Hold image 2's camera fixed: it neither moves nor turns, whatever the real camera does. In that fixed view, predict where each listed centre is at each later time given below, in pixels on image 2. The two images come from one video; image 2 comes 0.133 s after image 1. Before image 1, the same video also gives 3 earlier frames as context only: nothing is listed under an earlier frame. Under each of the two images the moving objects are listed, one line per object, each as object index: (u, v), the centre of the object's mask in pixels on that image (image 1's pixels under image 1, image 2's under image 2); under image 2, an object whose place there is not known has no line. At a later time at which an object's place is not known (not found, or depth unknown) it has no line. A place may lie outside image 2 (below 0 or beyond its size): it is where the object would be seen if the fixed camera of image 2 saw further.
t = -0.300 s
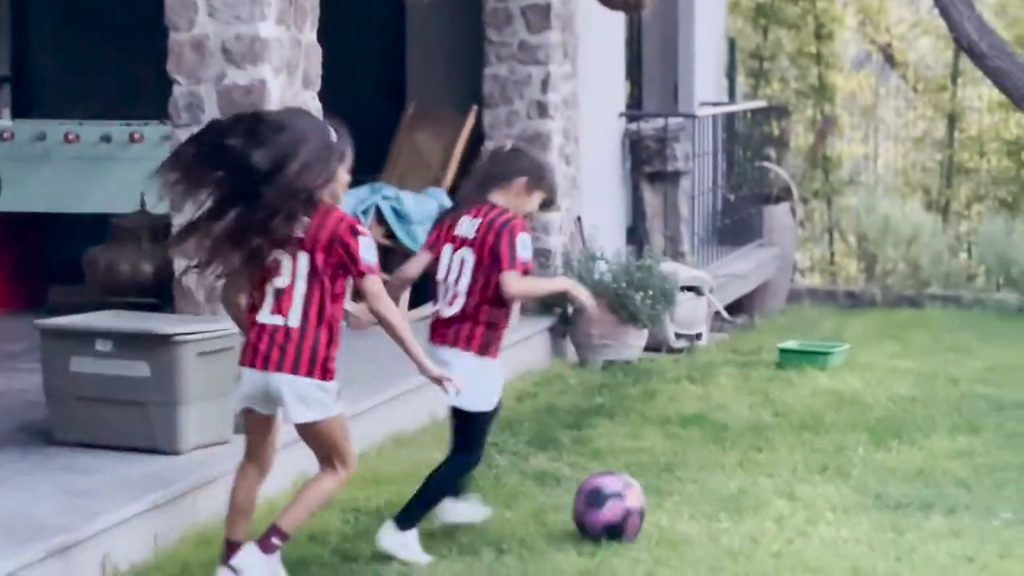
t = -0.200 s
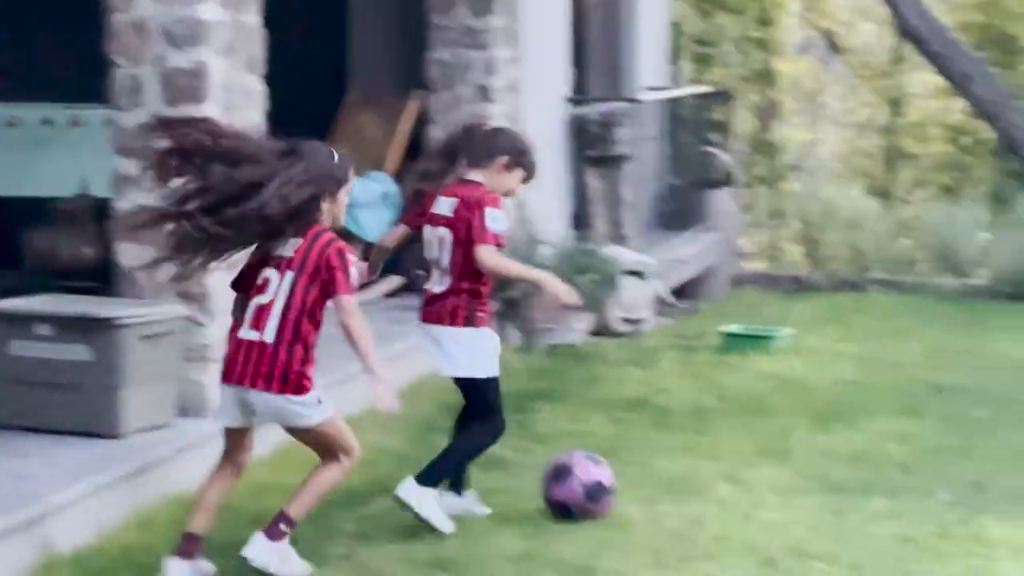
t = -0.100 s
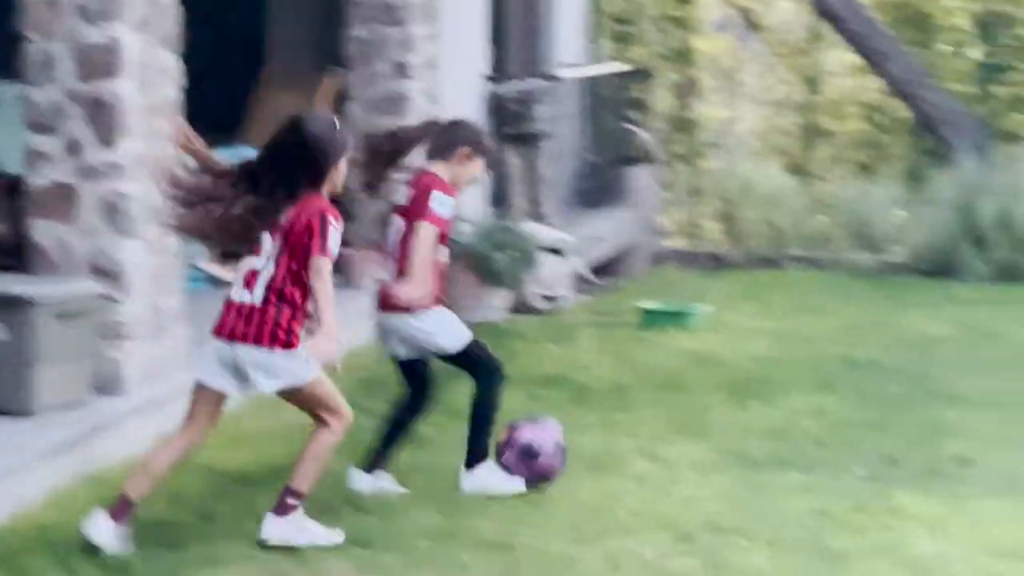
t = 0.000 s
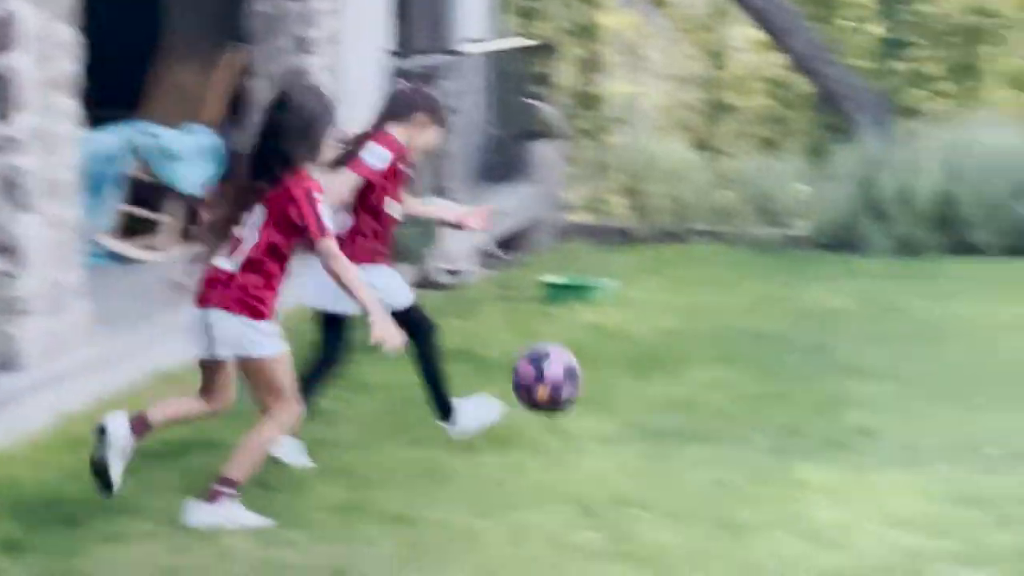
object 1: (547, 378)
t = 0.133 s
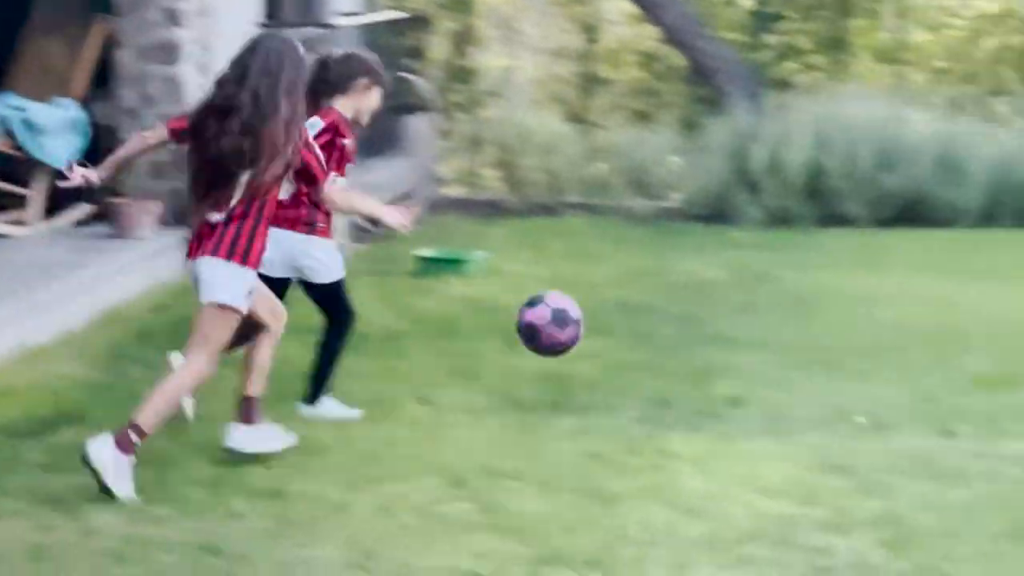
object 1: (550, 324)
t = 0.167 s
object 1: (580, 325)
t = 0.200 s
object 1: (608, 331)
